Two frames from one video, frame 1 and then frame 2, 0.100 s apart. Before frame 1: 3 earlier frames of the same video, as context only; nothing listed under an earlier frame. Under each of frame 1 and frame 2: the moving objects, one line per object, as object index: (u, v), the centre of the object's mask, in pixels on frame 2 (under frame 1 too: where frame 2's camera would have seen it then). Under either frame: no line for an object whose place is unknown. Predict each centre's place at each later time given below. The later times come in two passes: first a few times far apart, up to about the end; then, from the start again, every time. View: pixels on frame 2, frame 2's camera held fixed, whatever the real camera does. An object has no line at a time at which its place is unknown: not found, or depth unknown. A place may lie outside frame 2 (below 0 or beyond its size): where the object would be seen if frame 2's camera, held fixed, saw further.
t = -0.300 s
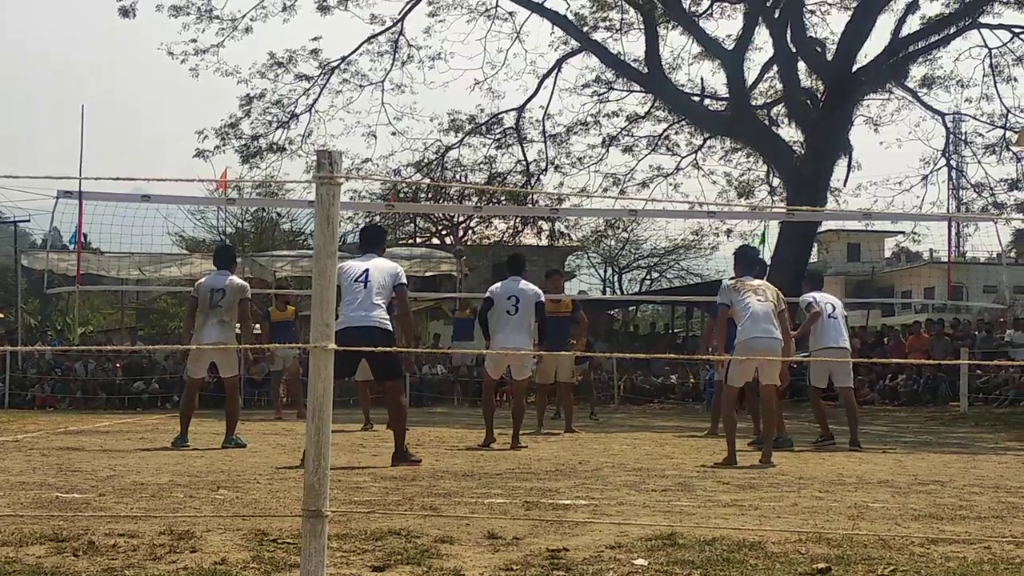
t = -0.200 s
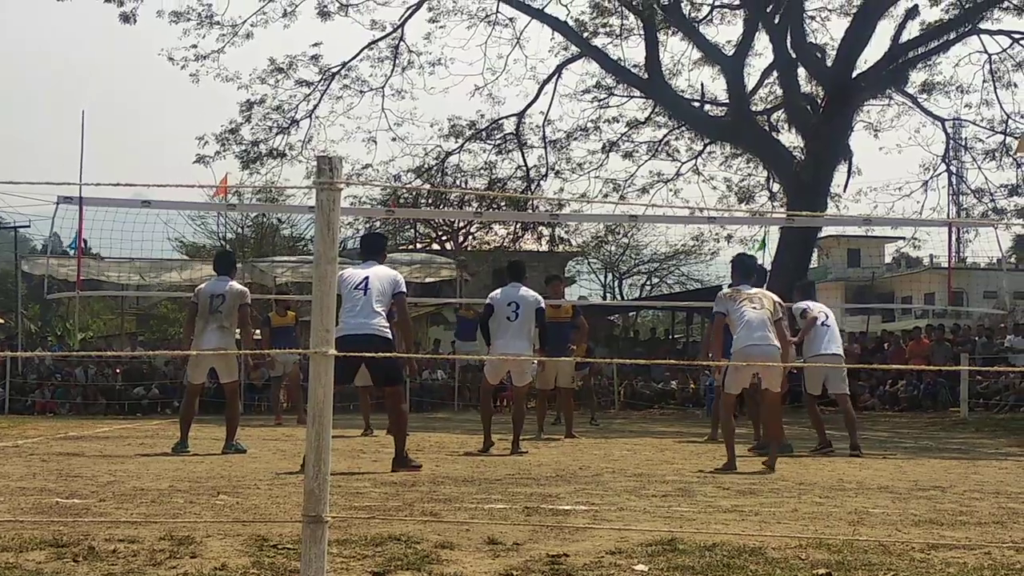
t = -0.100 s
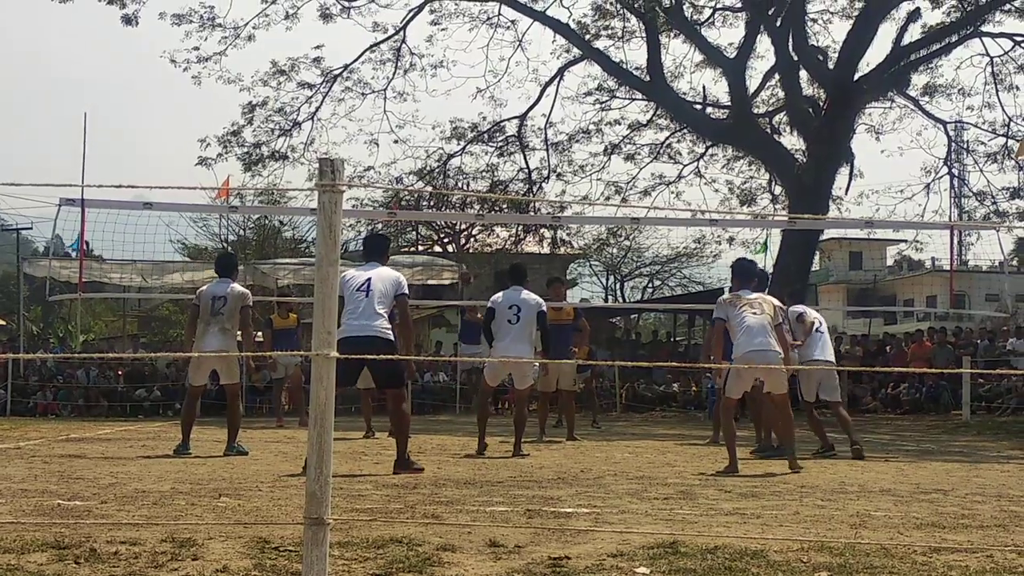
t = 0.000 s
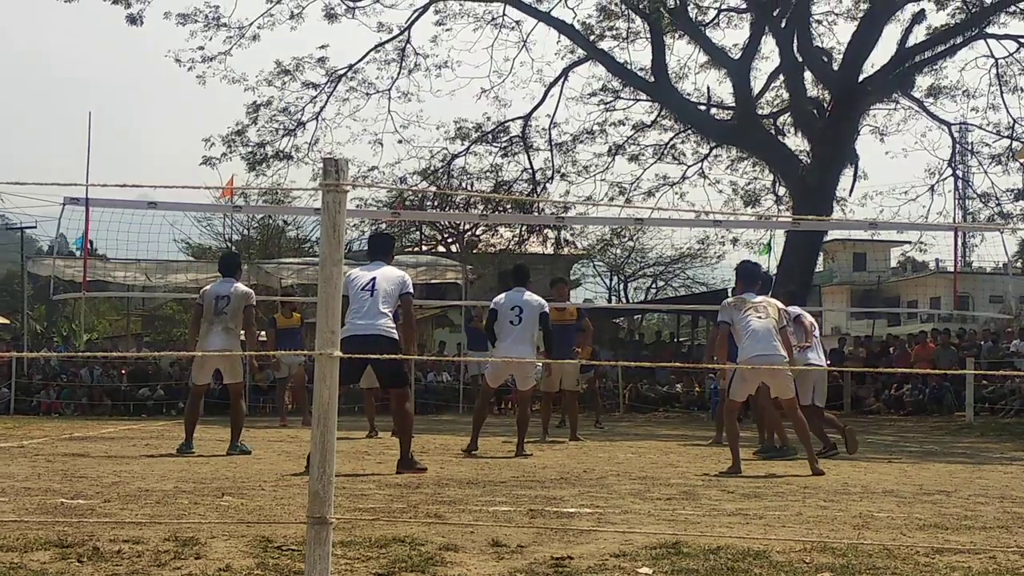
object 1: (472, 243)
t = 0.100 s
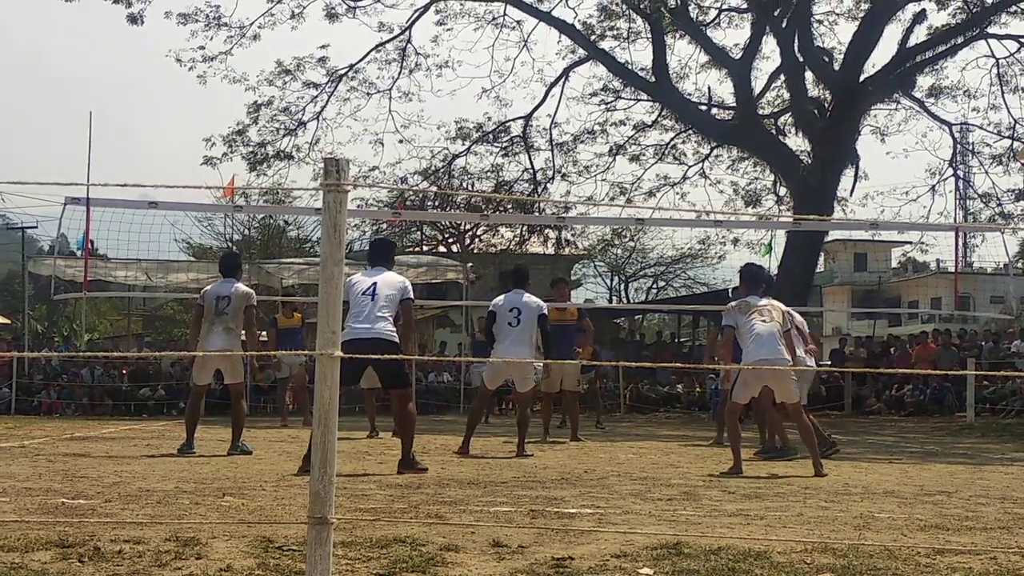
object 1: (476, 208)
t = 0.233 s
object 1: (481, 170)
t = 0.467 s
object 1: (497, 114)
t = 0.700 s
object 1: (530, 91)
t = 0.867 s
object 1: (566, 102)
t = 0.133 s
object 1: (477, 201)
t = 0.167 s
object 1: (478, 187)
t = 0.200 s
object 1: (479, 179)
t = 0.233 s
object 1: (481, 170)
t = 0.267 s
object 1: (482, 160)
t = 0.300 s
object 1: (484, 151)
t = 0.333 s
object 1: (486, 142)
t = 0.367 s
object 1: (489, 136)
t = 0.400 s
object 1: (491, 127)
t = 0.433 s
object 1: (494, 119)
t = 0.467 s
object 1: (497, 114)
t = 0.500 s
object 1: (501, 108)
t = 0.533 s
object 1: (505, 103)
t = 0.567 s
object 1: (509, 99)
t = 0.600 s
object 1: (514, 96)
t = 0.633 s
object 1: (519, 94)
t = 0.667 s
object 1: (524, 92)
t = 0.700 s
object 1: (530, 91)
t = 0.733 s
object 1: (536, 91)
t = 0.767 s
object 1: (542, 92)
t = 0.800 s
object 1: (550, 94)
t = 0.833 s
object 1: (558, 97)
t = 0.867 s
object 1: (566, 102)
